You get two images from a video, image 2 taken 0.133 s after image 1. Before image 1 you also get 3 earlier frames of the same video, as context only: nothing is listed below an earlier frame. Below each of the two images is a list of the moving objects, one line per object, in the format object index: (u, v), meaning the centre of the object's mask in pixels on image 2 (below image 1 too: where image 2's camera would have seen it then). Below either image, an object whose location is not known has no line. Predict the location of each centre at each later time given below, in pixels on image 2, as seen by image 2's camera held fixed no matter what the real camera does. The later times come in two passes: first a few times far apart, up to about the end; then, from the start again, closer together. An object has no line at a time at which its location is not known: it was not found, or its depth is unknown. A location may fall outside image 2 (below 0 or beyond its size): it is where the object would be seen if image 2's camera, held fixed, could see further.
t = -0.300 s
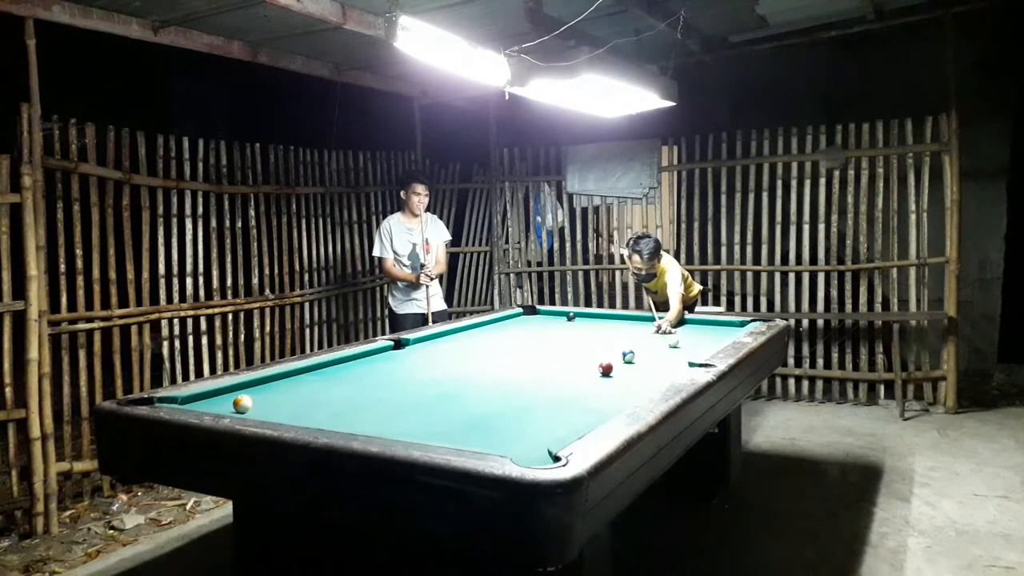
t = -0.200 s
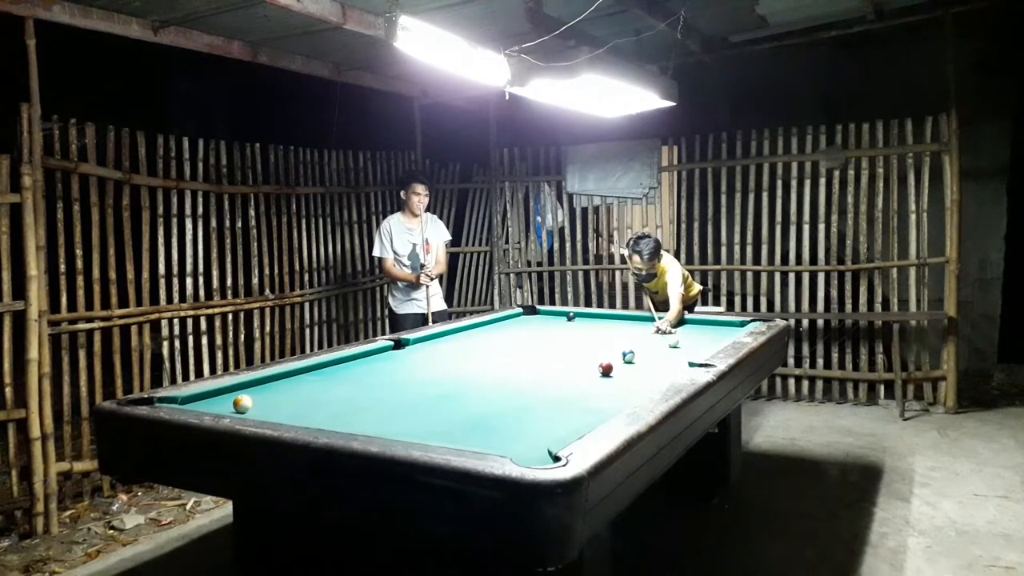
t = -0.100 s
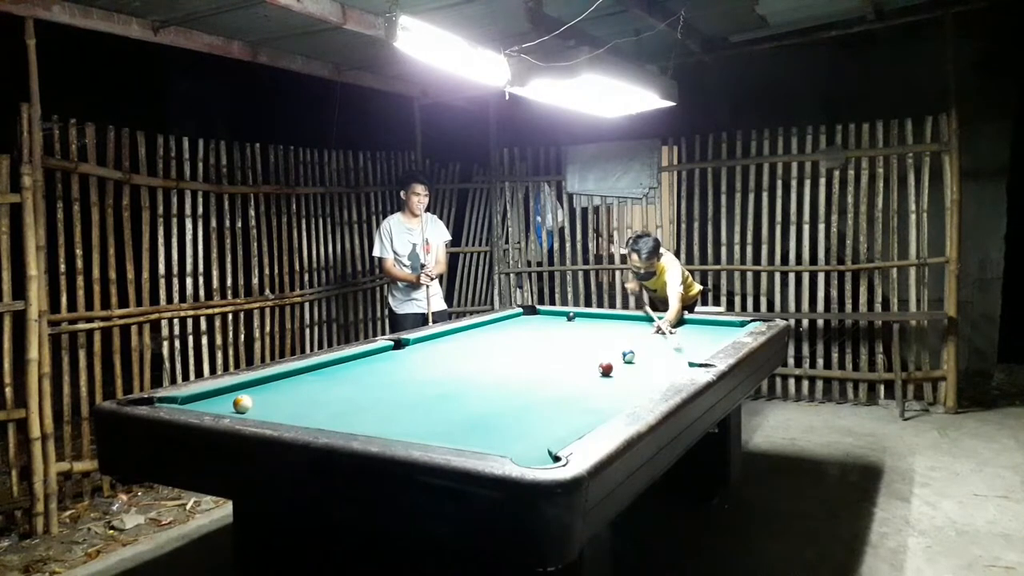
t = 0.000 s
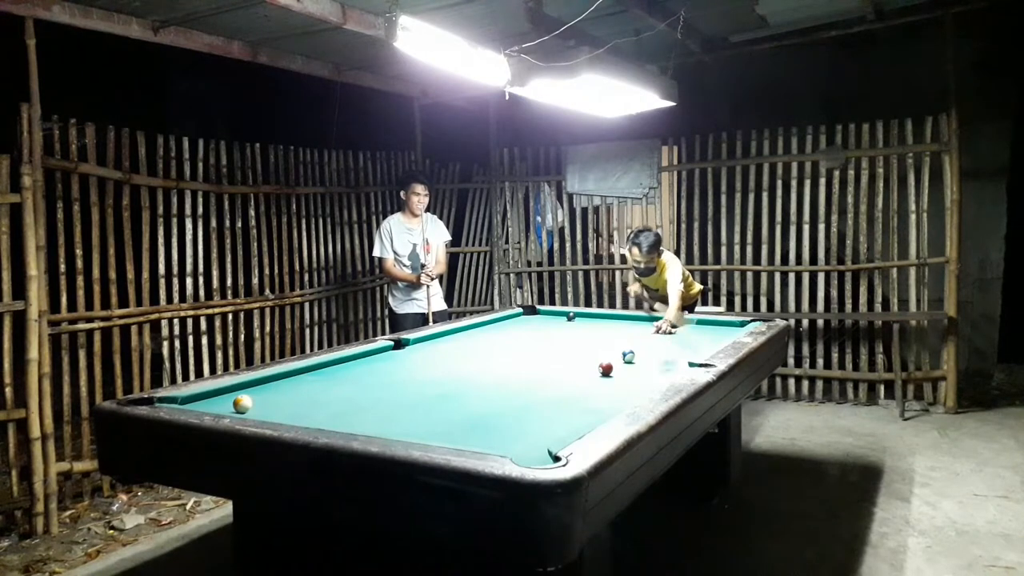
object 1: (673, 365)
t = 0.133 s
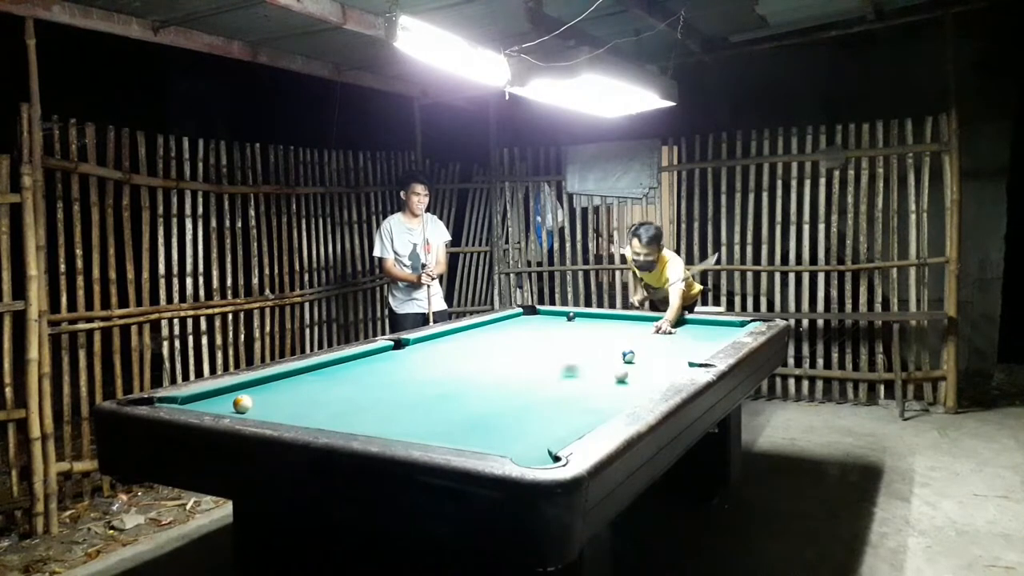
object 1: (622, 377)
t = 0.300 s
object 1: (617, 390)
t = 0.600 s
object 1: (599, 410)
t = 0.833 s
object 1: (550, 432)
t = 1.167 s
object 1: (493, 439)
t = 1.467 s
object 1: (480, 420)
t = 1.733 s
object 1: (470, 404)
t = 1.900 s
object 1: (466, 396)
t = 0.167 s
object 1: (622, 380)
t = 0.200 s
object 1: (621, 383)
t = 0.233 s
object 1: (620, 385)
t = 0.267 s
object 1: (619, 388)
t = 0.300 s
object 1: (617, 390)
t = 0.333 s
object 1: (615, 393)
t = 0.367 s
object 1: (614, 395)
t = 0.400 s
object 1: (612, 397)
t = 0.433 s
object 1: (610, 399)
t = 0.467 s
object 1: (608, 402)
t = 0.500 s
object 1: (606, 403)
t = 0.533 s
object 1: (604, 405)
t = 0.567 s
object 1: (602, 407)
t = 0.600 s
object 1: (599, 410)
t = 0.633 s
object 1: (592, 413)
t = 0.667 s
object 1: (586, 416)
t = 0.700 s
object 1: (579, 419)
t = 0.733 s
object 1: (573, 423)
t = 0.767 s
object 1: (566, 426)
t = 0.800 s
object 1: (558, 429)
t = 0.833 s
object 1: (550, 432)
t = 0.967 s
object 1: (519, 444)
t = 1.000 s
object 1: (511, 446)
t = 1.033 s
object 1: (503, 446)
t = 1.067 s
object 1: (499, 445)
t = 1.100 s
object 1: (497, 443)
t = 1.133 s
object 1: (495, 441)
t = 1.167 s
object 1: (493, 439)
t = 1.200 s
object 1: (491, 437)
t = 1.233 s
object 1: (490, 436)
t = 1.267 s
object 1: (488, 433)
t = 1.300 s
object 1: (487, 431)
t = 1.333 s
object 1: (485, 429)
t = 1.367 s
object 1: (484, 426)
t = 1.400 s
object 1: (482, 424)
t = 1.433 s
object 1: (481, 422)
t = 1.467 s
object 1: (480, 420)
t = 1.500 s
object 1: (478, 418)
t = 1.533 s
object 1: (477, 416)
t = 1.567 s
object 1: (476, 413)
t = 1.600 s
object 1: (475, 411)
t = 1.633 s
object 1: (474, 410)
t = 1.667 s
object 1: (473, 408)
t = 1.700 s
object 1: (472, 406)
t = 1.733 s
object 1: (470, 404)
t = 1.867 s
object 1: (467, 398)
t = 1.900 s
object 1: (466, 396)
